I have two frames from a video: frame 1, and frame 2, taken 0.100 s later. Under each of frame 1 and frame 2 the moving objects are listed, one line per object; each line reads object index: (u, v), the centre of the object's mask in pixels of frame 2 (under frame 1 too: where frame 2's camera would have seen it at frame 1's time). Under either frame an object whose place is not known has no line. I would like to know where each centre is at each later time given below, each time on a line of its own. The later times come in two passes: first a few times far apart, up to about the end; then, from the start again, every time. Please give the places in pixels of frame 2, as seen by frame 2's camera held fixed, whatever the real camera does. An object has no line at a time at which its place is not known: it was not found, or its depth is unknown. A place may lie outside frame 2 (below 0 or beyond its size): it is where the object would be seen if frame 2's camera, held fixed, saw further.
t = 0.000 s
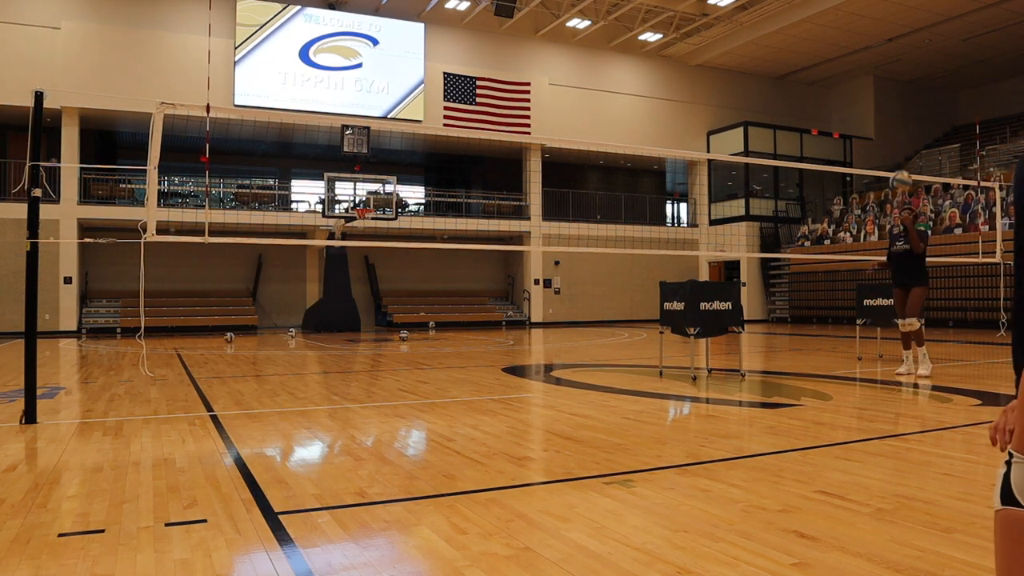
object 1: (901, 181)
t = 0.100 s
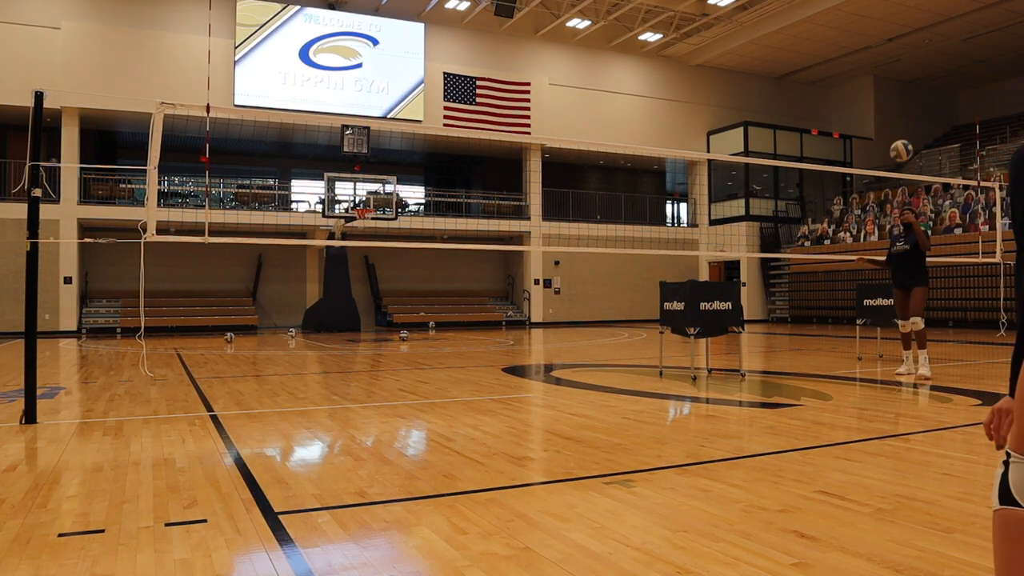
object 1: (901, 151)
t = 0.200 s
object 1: (901, 129)
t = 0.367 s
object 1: (903, 117)
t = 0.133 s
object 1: (902, 143)
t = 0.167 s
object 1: (901, 135)
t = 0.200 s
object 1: (901, 129)
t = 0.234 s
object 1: (902, 125)
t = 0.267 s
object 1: (902, 121)
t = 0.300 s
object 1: (902, 119)
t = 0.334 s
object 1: (903, 118)
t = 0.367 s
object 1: (903, 117)
